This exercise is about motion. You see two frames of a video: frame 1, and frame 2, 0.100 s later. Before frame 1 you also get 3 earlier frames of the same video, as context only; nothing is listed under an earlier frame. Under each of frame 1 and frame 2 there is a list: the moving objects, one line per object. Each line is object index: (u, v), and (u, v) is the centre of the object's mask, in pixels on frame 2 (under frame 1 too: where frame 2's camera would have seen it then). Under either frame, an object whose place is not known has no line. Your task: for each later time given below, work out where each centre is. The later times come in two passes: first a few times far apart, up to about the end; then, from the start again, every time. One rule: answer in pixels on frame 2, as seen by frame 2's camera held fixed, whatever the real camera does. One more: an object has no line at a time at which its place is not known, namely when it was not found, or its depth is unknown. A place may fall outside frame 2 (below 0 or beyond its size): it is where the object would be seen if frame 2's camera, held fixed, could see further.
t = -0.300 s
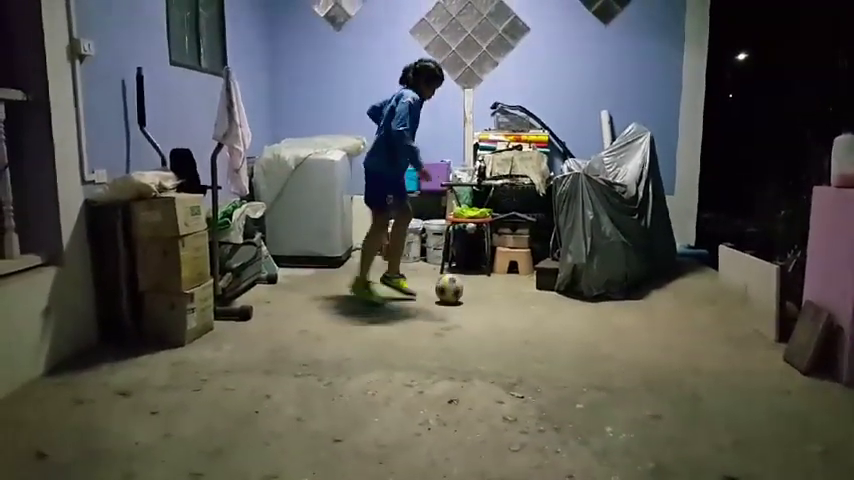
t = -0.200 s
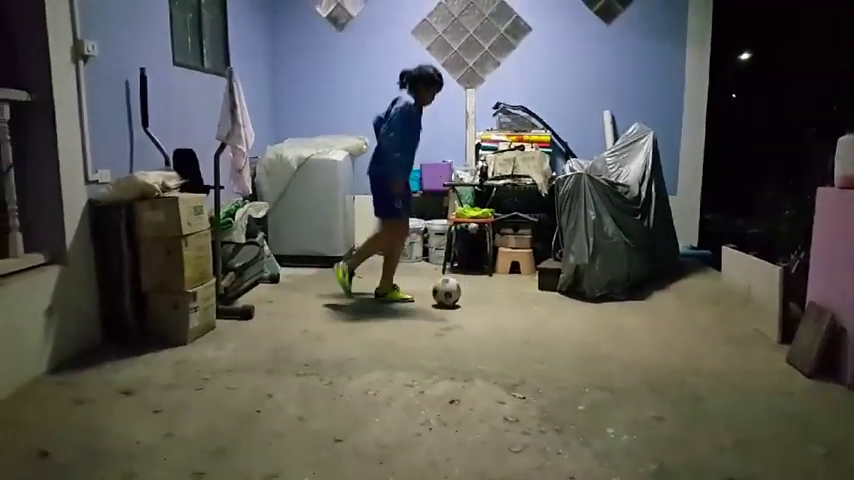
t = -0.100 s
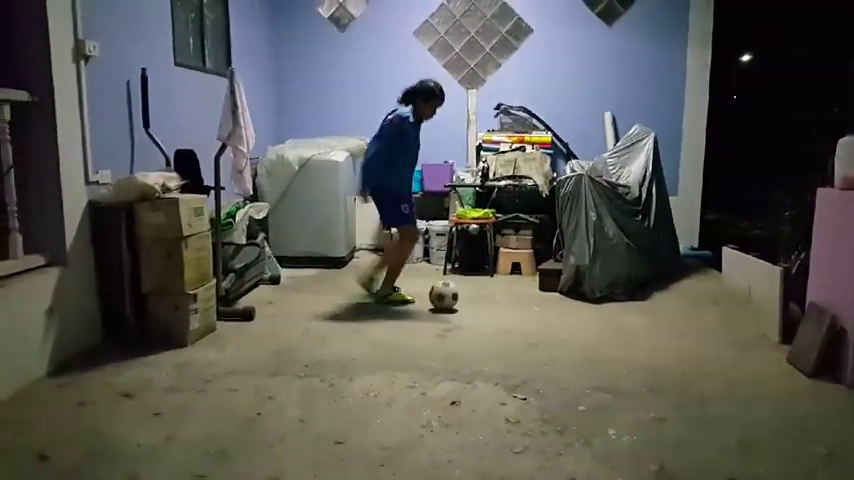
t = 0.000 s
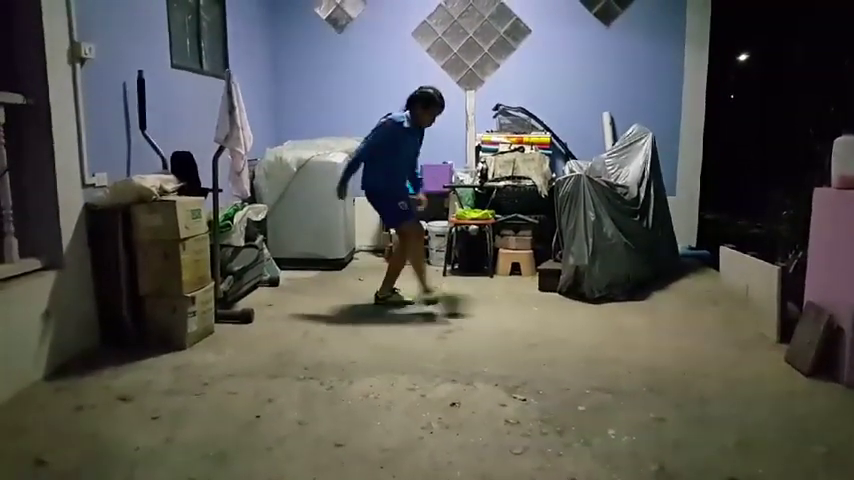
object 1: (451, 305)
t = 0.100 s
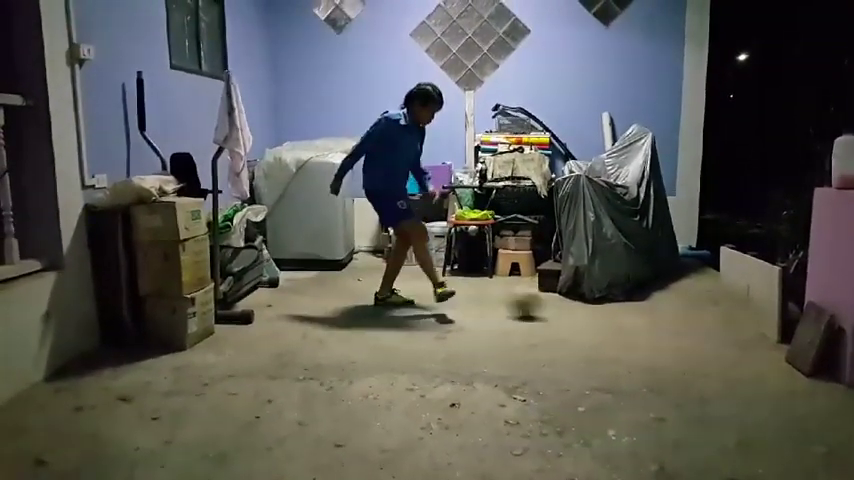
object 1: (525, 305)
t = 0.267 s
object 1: (621, 306)
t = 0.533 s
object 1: (706, 305)
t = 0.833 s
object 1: (615, 312)
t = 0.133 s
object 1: (548, 305)
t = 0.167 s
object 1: (566, 305)
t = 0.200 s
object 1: (586, 306)
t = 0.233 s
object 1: (604, 307)
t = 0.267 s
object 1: (621, 306)
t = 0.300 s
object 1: (641, 307)
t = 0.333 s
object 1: (660, 309)
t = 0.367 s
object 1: (682, 310)
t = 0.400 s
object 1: (698, 311)
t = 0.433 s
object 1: (720, 314)
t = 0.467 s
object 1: (738, 312)
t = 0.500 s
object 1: (722, 307)
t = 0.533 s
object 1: (706, 305)
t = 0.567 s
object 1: (690, 306)
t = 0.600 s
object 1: (673, 308)
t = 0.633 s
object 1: (656, 311)
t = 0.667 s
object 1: (648, 310)
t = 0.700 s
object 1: (642, 307)
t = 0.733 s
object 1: (636, 306)
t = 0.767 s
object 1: (629, 307)
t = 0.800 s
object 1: (622, 310)
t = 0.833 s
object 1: (615, 312)
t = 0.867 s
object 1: (609, 308)
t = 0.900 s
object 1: (603, 308)
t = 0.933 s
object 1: (595, 309)
